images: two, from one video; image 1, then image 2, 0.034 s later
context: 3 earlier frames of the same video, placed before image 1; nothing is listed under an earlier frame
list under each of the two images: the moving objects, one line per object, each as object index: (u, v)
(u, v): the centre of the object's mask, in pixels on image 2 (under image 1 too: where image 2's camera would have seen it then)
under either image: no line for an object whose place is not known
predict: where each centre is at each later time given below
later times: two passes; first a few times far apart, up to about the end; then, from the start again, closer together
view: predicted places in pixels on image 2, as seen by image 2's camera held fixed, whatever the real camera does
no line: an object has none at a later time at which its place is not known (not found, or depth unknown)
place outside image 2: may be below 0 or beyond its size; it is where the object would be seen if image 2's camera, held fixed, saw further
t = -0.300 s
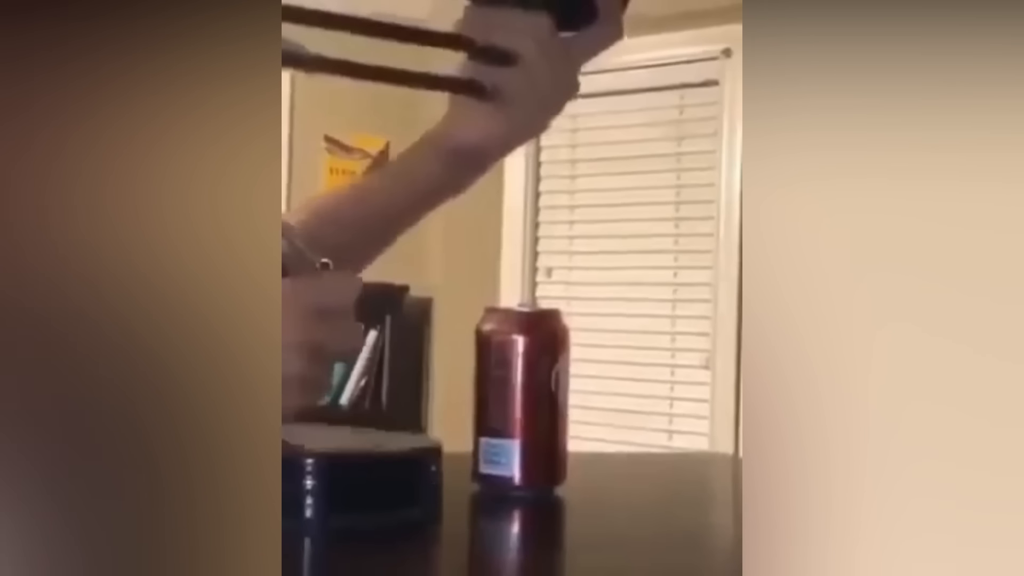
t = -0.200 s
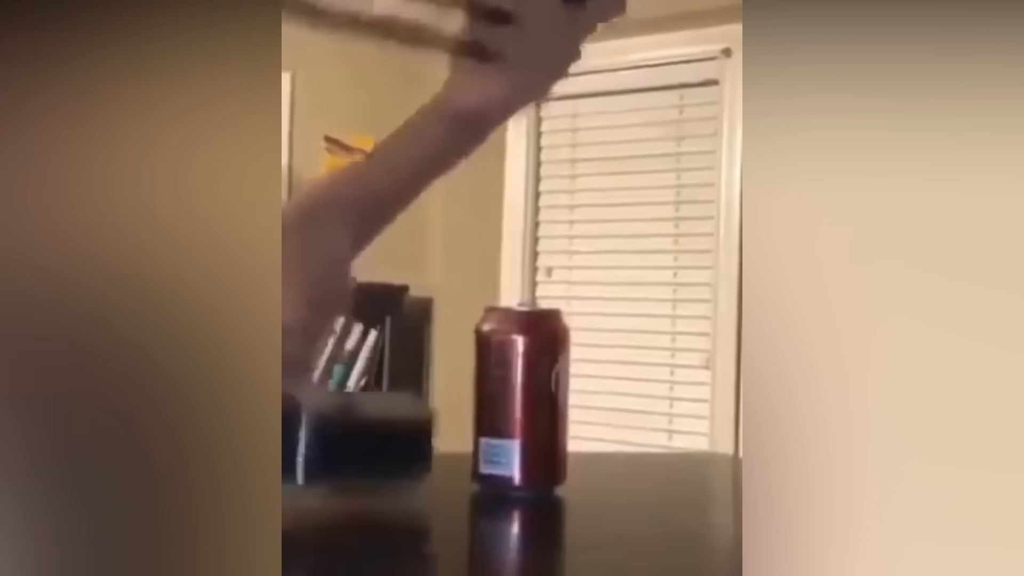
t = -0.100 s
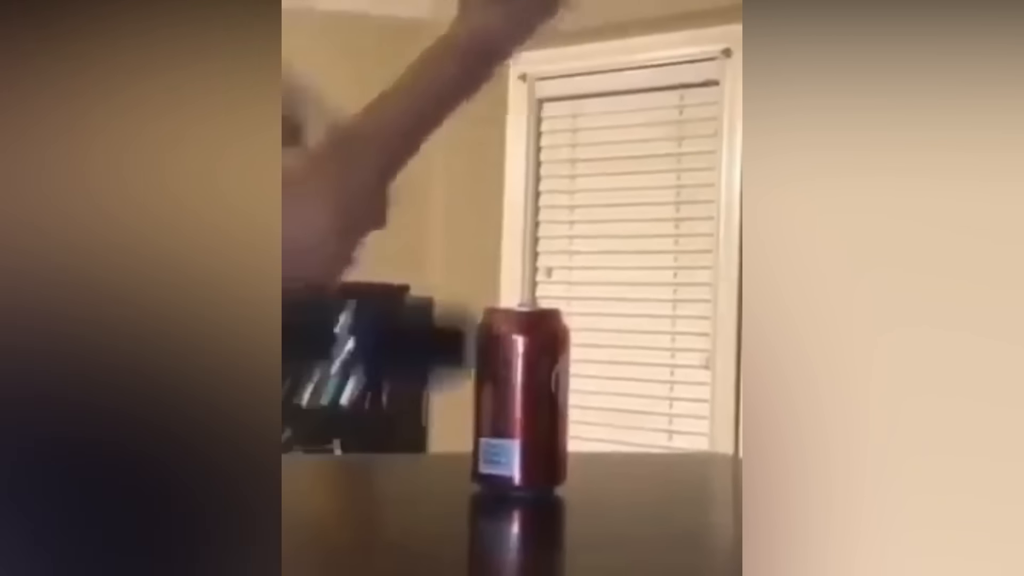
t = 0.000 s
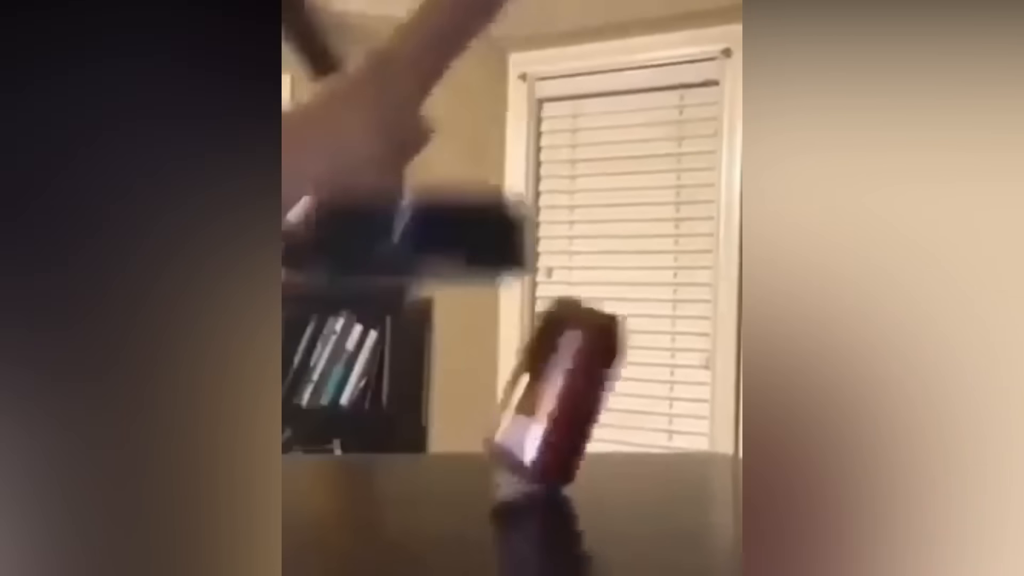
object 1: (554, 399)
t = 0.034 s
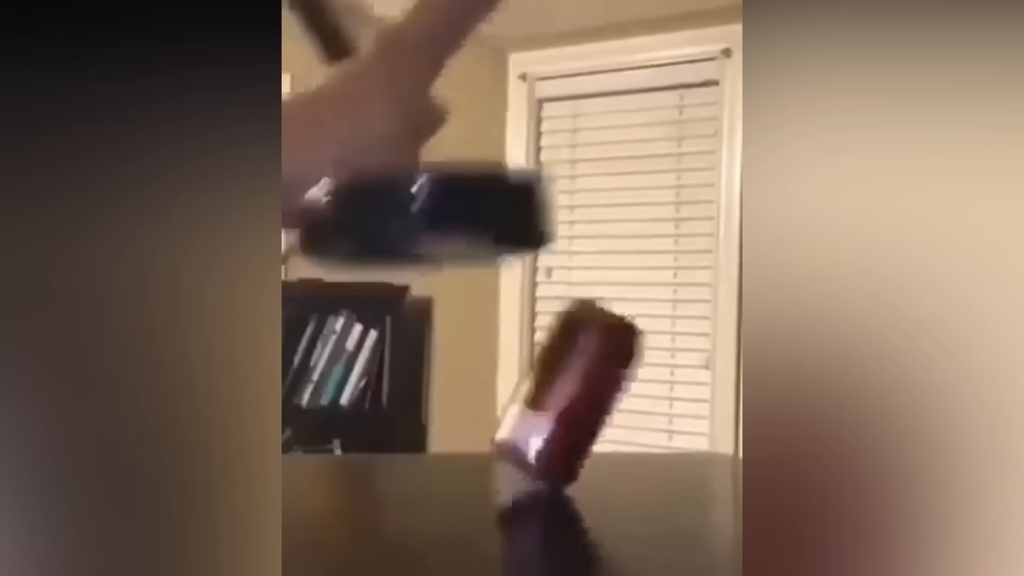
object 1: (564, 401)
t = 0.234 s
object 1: (642, 437)
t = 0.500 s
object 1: (670, 438)
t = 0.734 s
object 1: (671, 443)
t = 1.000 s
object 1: (670, 443)
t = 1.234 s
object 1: (671, 443)
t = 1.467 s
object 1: (671, 443)
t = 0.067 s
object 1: (572, 405)
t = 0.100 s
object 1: (586, 402)
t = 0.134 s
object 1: (600, 403)
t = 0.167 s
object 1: (613, 410)
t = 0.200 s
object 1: (628, 419)
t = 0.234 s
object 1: (642, 437)
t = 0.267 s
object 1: (652, 426)
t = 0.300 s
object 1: (656, 420)
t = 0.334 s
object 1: (658, 422)
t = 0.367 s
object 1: (661, 429)
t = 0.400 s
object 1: (667, 431)
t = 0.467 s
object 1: (668, 432)
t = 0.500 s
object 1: (670, 438)
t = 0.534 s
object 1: (671, 436)
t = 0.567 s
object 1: (671, 438)
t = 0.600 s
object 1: (672, 438)
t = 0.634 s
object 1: (672, 439)
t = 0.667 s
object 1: (672, 439)
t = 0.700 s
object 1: (671, 443)
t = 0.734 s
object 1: (671, 443)
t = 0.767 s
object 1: (671, 443)
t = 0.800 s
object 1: (671, 443)
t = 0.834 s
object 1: (671, 443)
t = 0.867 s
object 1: (671, 443)
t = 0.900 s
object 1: (671, 443)
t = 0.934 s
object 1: (671, 442)
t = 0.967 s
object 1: (670, 443)
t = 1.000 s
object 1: (670, 443)
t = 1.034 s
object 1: (670, 443)
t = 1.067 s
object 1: (670, 443)
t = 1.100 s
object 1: (671, 443)
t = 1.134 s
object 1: (670, 443)
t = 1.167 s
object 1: (670, 444)
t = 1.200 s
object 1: (671, 443)
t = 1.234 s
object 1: (671, 443)
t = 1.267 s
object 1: (671, 443)
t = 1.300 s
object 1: (671, 443)
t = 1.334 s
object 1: (671, 444)
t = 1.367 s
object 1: (671, 444)
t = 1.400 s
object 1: (671, 444)
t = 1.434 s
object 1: (671, 443)
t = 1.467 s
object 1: (671, 443)
